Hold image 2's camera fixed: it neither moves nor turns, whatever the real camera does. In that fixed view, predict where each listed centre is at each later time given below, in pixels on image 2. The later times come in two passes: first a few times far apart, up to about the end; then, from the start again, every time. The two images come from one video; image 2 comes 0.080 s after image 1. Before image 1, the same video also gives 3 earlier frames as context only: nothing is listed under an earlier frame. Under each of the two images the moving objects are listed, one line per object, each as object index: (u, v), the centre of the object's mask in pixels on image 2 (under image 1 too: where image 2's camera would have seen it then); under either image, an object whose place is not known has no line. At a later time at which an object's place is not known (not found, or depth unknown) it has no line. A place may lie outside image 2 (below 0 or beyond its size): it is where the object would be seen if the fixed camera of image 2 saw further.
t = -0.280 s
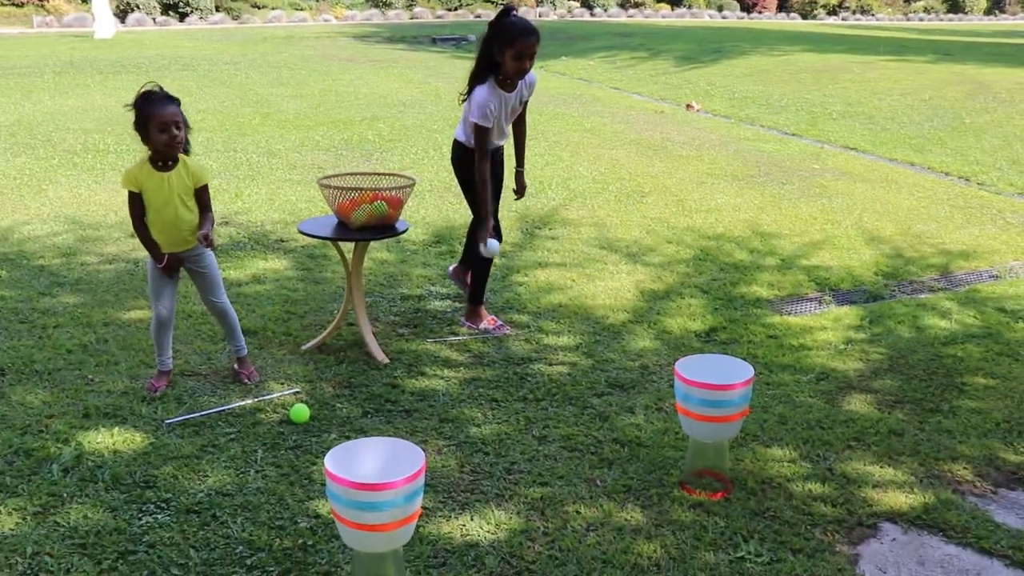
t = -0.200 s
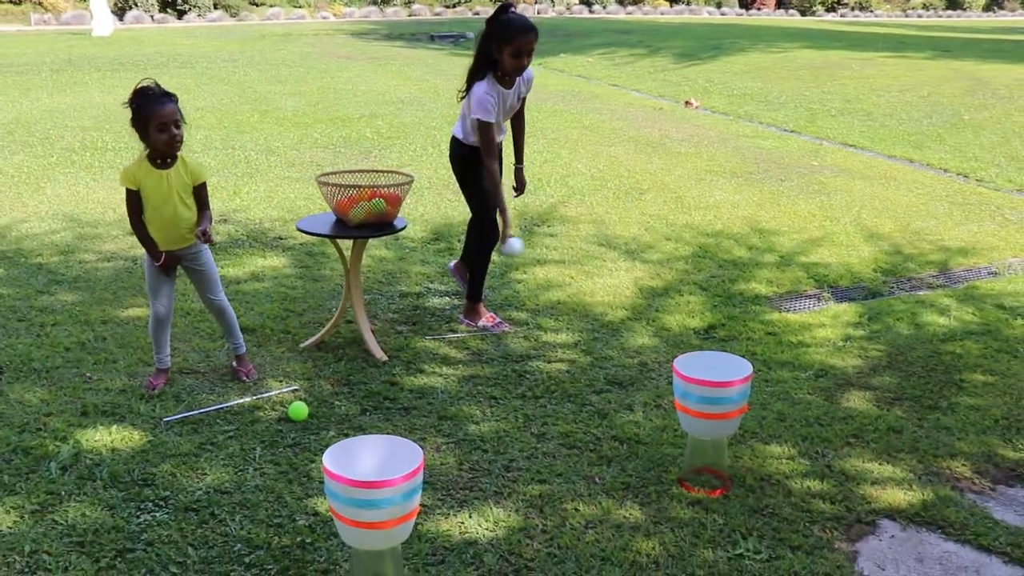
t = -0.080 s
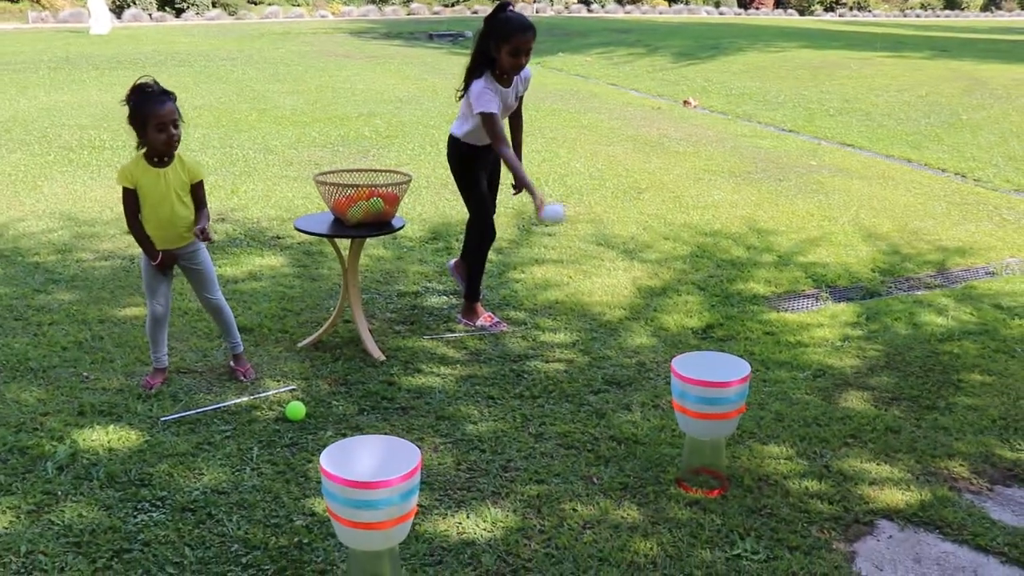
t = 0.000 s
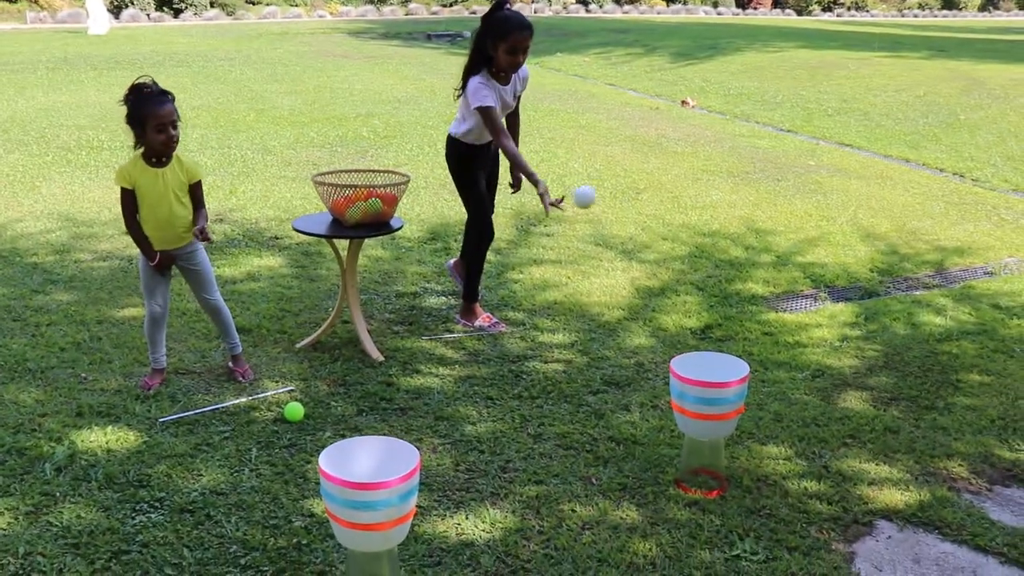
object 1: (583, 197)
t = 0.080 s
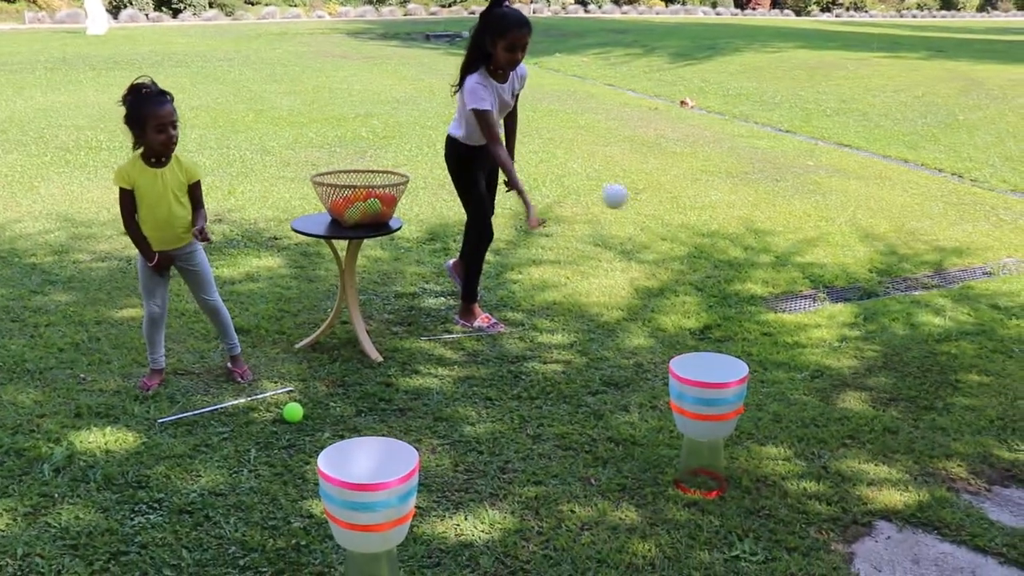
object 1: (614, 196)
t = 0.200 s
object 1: (667, 232)
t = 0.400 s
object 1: (753, 420)
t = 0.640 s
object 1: (822, 527)
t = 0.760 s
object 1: (844, 548)
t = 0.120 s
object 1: (631, 202)
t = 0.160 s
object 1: (649, 215)
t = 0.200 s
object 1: (667, 232)
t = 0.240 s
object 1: (685, 257)
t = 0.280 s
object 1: (702, 287)
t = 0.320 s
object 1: (719, 326)
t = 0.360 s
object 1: (737, 366)
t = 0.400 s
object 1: (753, 420)
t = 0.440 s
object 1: (767, 477)
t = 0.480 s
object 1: (779, 535)
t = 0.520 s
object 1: (791, 549)
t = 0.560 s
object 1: (803, 536)
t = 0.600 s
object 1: (813, 529)
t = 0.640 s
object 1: (822, 527)
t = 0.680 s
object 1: (831, 529)
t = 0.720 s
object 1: (838, 536)
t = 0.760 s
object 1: (844, 548)
